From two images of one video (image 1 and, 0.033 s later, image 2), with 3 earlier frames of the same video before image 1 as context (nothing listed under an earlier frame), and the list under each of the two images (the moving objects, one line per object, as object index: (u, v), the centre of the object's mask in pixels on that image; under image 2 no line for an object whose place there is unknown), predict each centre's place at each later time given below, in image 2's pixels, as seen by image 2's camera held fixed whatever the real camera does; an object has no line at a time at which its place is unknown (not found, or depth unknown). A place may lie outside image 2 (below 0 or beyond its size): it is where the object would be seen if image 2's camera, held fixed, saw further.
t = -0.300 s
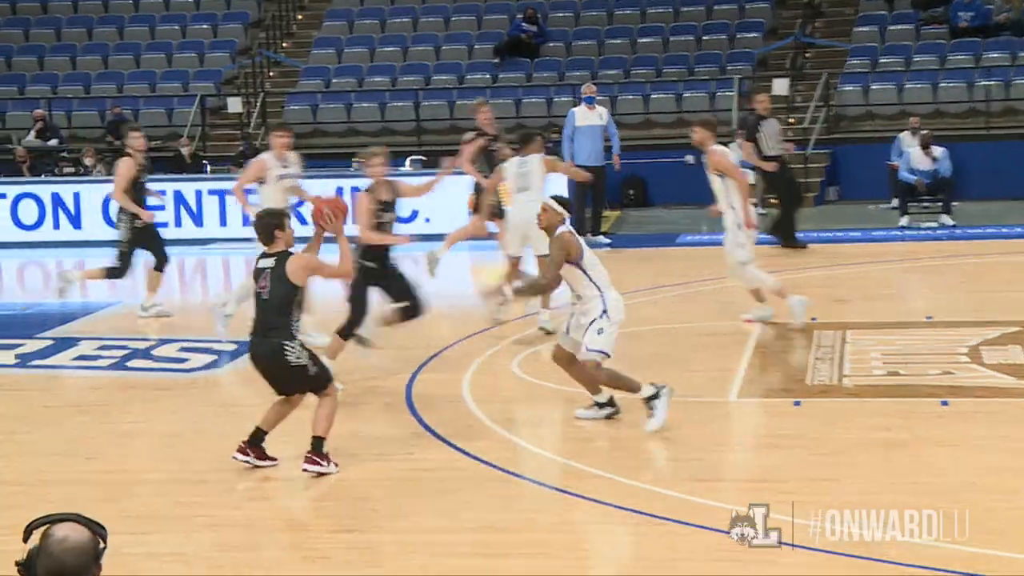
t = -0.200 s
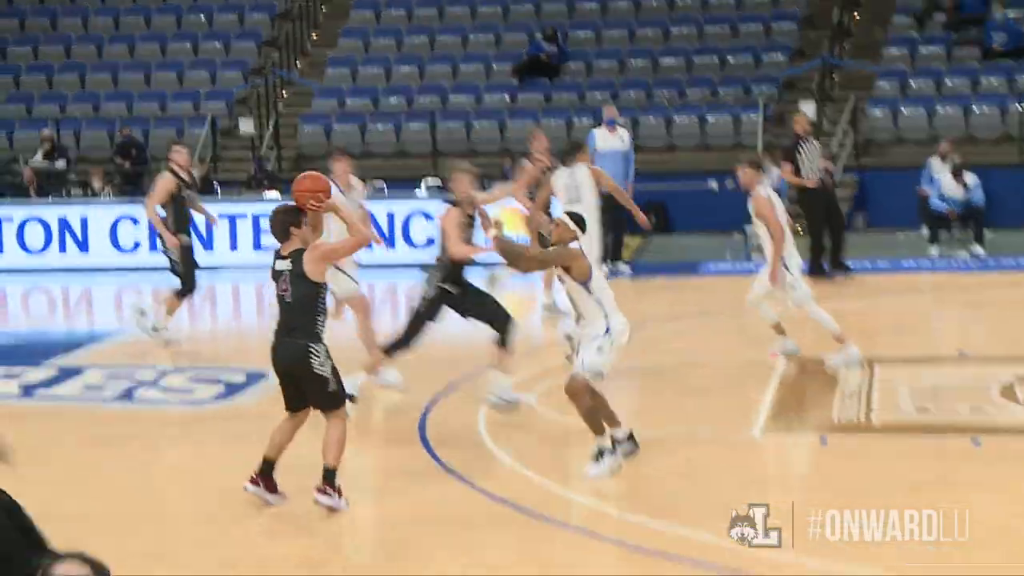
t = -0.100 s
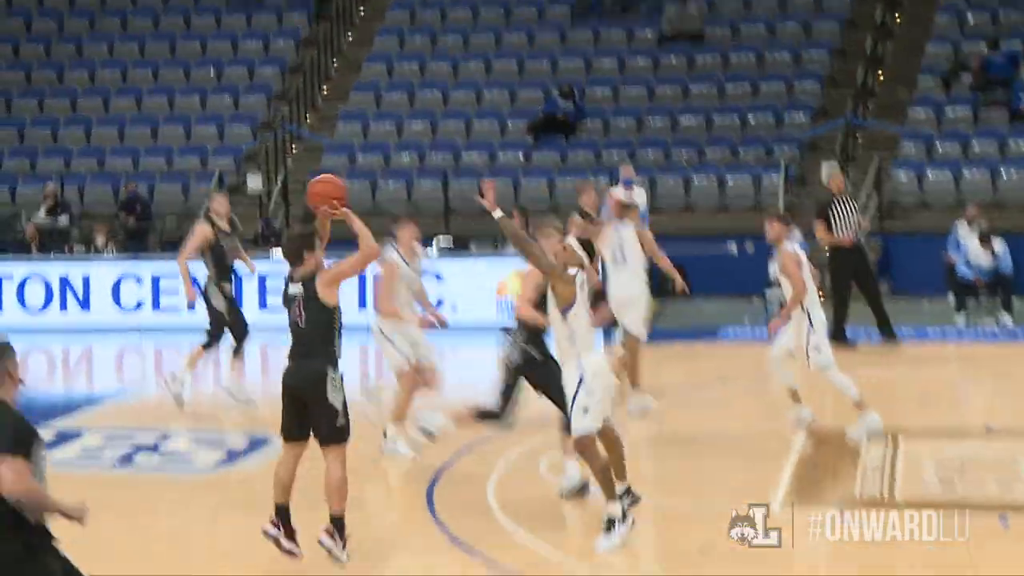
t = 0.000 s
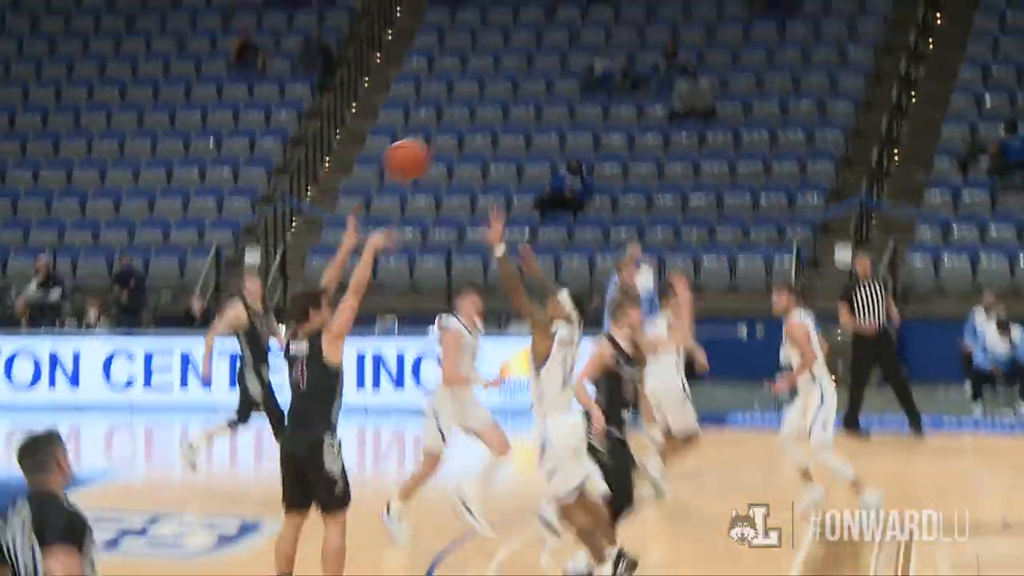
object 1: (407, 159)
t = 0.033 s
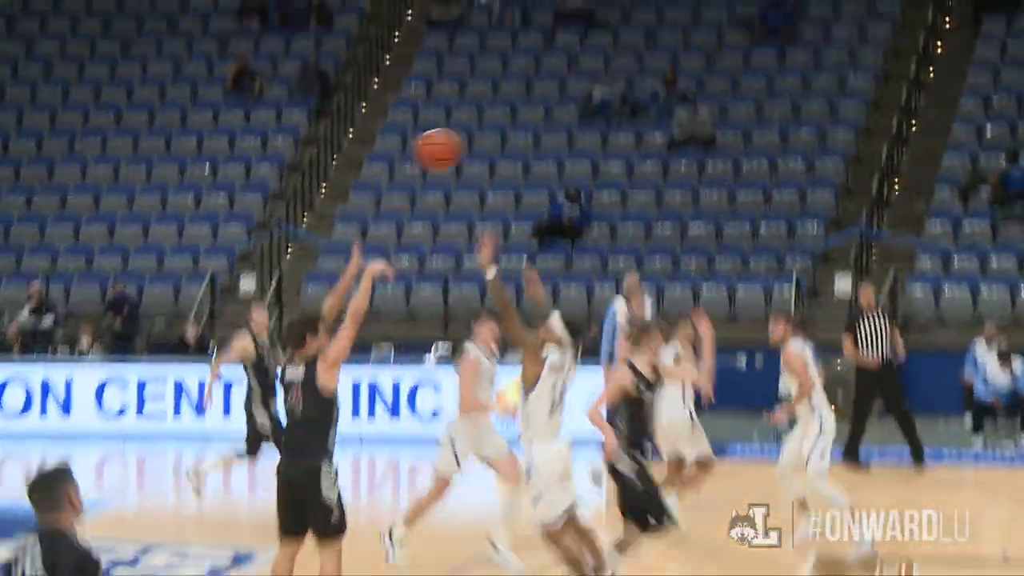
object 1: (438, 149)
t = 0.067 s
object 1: (471, 115)
